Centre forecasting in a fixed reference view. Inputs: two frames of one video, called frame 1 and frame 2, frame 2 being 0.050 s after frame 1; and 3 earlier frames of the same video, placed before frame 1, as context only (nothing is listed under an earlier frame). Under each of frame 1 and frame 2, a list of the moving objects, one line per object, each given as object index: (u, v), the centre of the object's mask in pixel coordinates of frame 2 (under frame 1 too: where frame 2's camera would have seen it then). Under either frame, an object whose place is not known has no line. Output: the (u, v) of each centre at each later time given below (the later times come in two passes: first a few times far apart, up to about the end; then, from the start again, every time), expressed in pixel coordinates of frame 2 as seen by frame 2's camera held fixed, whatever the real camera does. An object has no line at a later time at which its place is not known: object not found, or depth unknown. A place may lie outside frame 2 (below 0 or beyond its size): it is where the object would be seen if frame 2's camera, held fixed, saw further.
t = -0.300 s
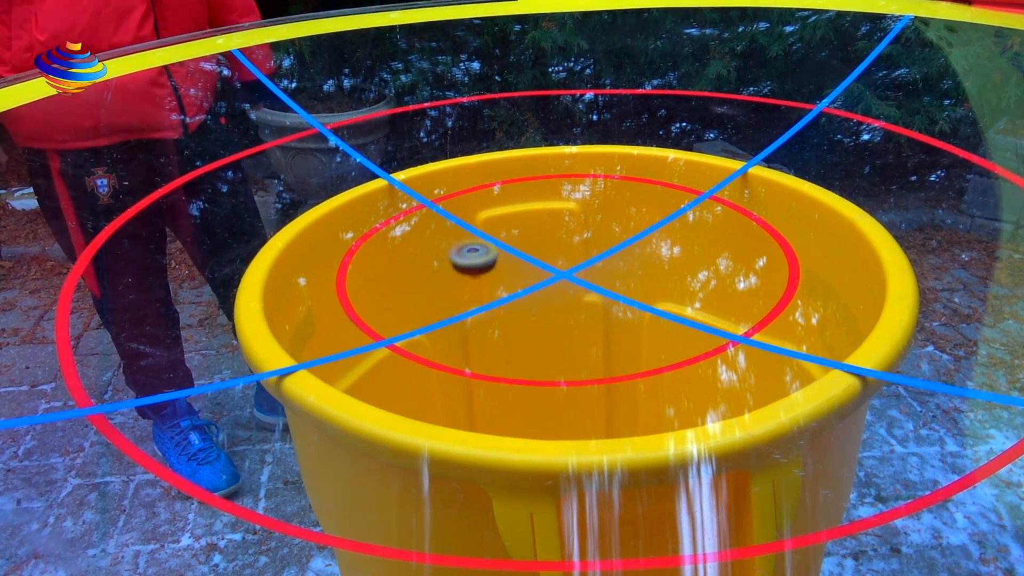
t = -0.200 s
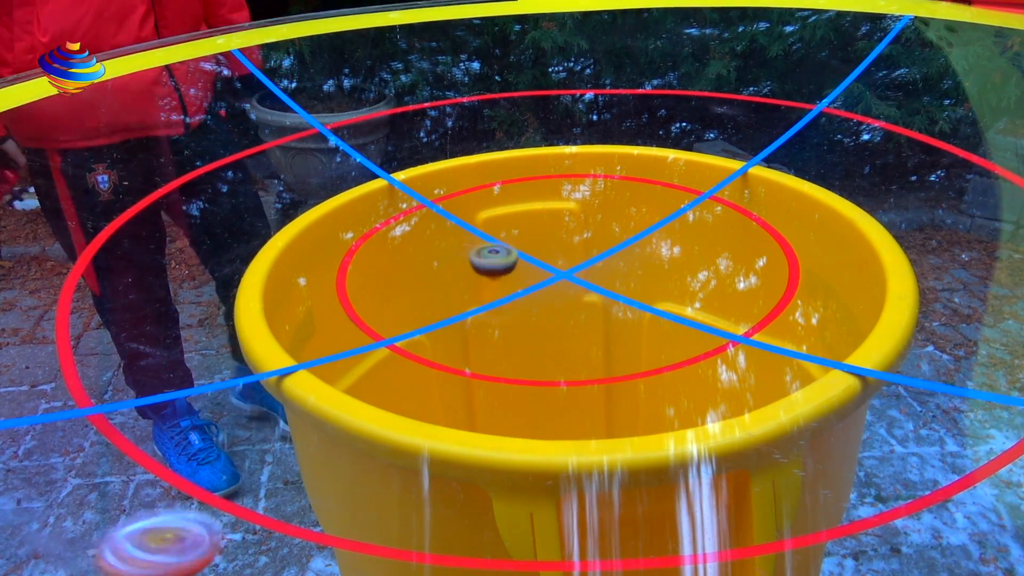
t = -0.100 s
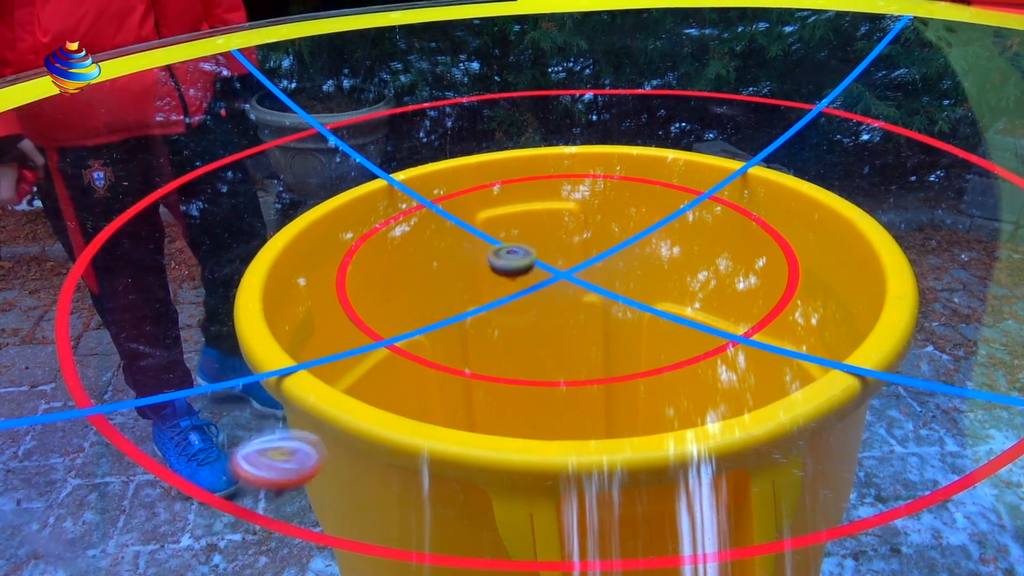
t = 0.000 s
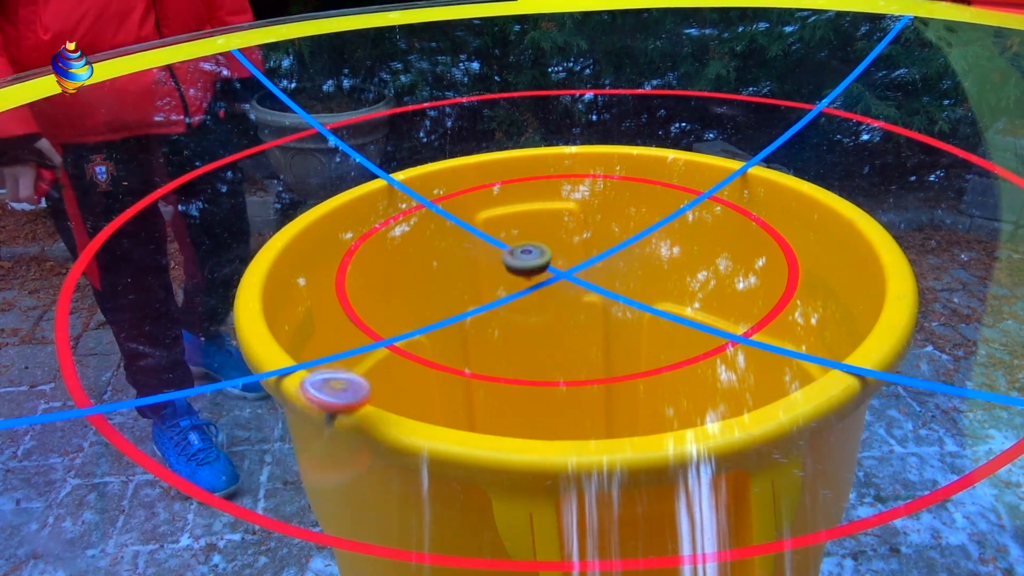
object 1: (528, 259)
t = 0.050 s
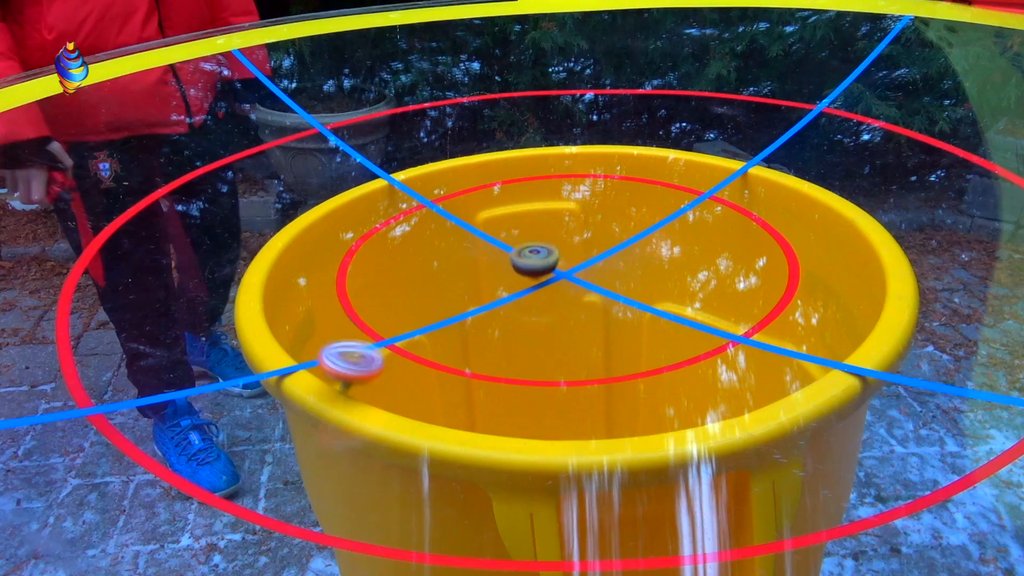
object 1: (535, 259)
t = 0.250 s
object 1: (552, 258)
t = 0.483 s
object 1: (559, 259)
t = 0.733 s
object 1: (559, 262)
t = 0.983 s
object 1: (552, 265)
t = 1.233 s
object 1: (541, 268)
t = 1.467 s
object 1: (531, 270)
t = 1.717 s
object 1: (519, 271)
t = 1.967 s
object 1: (512, 270)
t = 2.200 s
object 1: (509, 268)
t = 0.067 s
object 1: (536, 259)
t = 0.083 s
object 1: (538, 259)
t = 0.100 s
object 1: (540, 258)
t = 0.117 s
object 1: (542, 259)
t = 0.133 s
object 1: (543, 259)
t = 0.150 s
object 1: (544, 259)
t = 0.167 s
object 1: (546, 258)
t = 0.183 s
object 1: (547, 258)
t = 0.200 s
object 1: (549, 258)
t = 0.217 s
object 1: (550, 258)
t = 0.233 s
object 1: (551, 258)
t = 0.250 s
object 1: (552, 258)
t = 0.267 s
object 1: (553, 258)
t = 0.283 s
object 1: (554, 258)
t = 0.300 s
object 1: (555, 259)
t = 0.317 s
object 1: (555, 259)
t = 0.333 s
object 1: (556, 258)
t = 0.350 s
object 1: (556, 258)
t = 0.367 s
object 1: (557, 258)
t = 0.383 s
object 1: (558, 259)
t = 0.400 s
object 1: (558, 259)
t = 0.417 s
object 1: (558, 259)
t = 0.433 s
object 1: (559, 259)
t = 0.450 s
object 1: (559, 259)
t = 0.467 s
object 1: (559, 259)
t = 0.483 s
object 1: (559, 259)
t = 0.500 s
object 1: (559, 259)
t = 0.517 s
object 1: (560, 259)
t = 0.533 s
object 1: (560, 259)
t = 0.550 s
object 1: (560, 260)
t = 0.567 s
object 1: (560, 260)
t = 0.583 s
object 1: (560, 260)
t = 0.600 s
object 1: (560, 260)
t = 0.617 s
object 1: (560, 260)
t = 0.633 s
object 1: (560, 261)
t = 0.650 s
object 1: (560, 261)
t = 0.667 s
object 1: (559, 261)
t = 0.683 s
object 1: (559, 261)
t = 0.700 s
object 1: (559, 261)
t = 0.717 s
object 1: (559, 262)
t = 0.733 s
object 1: (559, 262)
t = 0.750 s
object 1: (559, 262)
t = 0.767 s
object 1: (558, 262)
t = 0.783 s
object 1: (558, 262)
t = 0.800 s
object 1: (558, 263)
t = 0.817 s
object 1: (557, 263)
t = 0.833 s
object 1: (557, 264)
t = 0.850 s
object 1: (556, 264)
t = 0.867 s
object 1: (556, 264)
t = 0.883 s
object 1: (555, 264)
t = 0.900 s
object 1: (555, 265)
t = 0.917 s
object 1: (554, 265)
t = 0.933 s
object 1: (554, 265)
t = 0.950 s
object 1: (553, 265)
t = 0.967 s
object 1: (552, 265)
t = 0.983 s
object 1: (552, 265)
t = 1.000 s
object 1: (552, 266)
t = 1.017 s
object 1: (551, 266)
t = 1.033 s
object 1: (550, 266)
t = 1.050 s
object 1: (549, 266)
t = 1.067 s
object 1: (549, 266)
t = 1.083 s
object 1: (548, 266)
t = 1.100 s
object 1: (548, 268)
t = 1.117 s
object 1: (547, 268)
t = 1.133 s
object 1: (546, 267)
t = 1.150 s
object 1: (545, 267)
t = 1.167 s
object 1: (545, 268)
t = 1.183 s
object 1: (544, 268)
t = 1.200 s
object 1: (544, 268)
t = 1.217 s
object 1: (543, 268)
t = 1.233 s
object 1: (541, 268)
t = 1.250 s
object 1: (541, 268)
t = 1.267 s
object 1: (540, 269)
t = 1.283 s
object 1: (540, 269)
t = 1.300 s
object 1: (539, 270)
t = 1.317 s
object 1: (537, 269)
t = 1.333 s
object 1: (537, 269)
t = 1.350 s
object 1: (536, 269)
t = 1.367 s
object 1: (536, 270)
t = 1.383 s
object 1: (535, 270)
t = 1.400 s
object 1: (534, 270)
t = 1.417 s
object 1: (533, 270)
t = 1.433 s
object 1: (532, 270)
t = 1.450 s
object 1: (532, 270)
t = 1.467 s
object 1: (531, 270)
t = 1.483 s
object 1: (530, 271)
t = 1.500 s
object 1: (529, 271)
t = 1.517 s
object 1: (528, 271)
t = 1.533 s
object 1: (528, 271)
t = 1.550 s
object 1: (527, 271)
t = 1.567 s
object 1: (527, 271)
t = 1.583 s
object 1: (526, 271)
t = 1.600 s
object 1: (525, 271)
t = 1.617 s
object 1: (524, 271)
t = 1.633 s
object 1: (524, 271)
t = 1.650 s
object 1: (523, 271)
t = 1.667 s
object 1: (523, 270)
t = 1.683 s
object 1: (522, 271)
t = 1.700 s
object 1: (521, 271)
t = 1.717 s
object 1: (519, 271)
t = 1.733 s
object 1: (519, 271)
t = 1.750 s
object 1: (519, 271)
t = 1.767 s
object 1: (519, 271)
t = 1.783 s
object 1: (518, 270)
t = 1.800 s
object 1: (517, 271)
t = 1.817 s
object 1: (517, 271)
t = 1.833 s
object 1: (516, 270)
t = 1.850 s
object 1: (516, 270)
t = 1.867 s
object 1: (515, 271)
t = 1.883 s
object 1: (515, 270)
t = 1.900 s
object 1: (514, 270)
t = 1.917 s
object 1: (513, 270)
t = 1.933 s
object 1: (513, 270)
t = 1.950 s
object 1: (512, 270)
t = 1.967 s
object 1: (512, 270)
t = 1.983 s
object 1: (512, 270)
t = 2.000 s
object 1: (511, 270)
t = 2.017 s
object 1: (511, 270)
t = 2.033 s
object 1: (511, 270)
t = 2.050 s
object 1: (511, 269)
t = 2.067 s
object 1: (511, 269)
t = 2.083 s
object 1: (510, 269)
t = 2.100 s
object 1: (509, 269)
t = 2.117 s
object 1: (509, 268)
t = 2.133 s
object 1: (509, 268)
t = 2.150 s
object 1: (509, 268)
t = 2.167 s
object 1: (509, 268)
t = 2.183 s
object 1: (509, 268)
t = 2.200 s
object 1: (509, 268)
